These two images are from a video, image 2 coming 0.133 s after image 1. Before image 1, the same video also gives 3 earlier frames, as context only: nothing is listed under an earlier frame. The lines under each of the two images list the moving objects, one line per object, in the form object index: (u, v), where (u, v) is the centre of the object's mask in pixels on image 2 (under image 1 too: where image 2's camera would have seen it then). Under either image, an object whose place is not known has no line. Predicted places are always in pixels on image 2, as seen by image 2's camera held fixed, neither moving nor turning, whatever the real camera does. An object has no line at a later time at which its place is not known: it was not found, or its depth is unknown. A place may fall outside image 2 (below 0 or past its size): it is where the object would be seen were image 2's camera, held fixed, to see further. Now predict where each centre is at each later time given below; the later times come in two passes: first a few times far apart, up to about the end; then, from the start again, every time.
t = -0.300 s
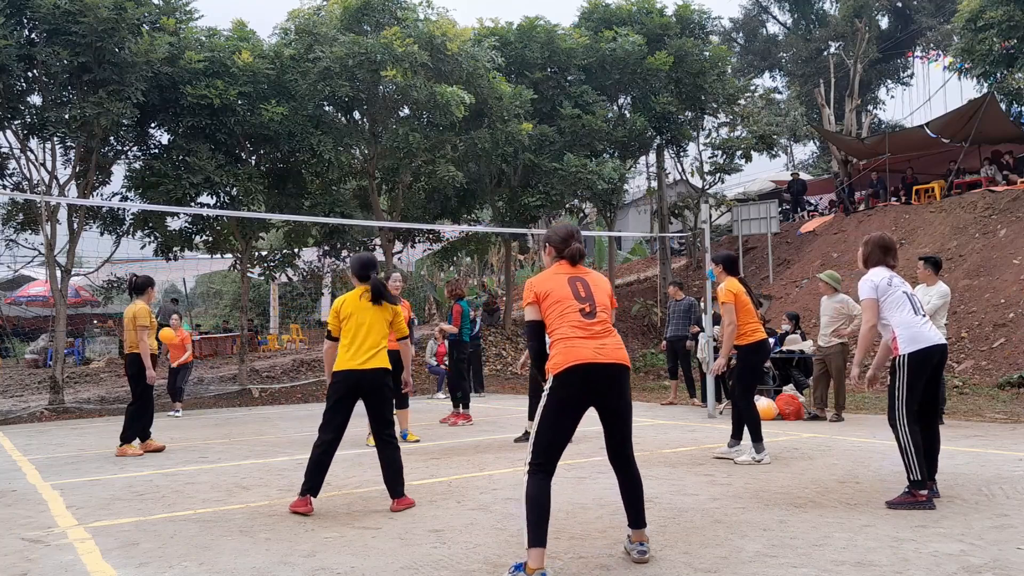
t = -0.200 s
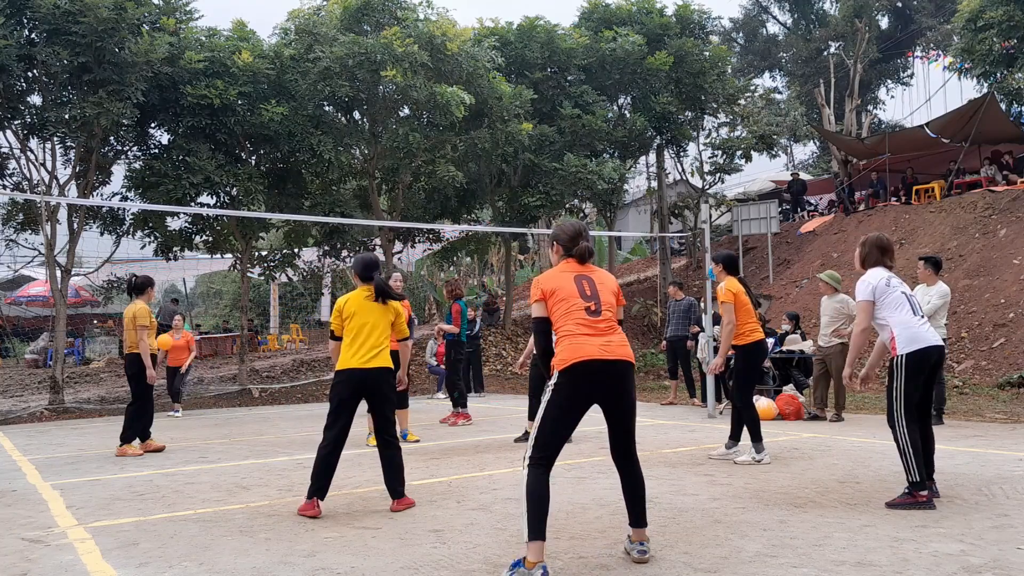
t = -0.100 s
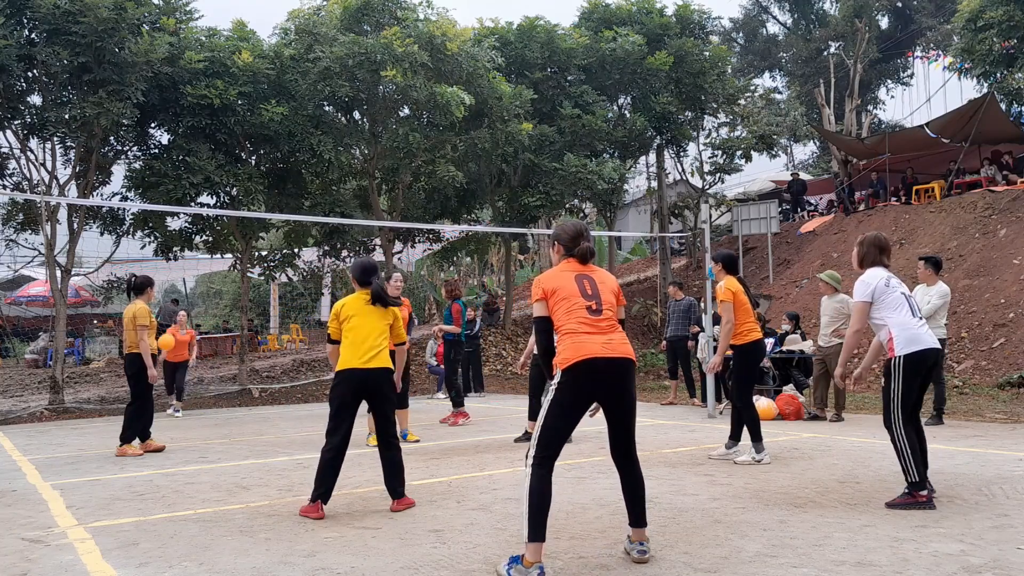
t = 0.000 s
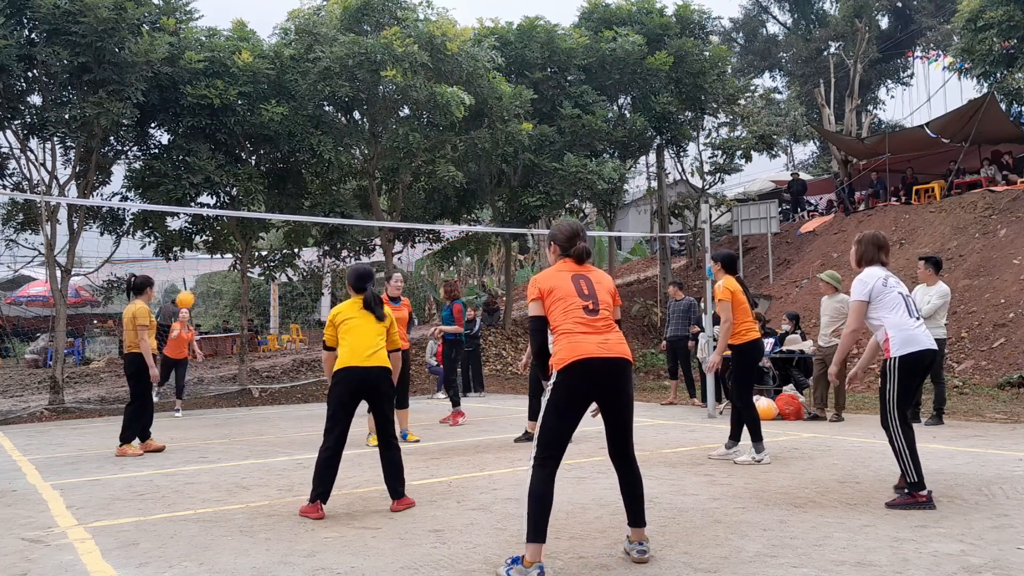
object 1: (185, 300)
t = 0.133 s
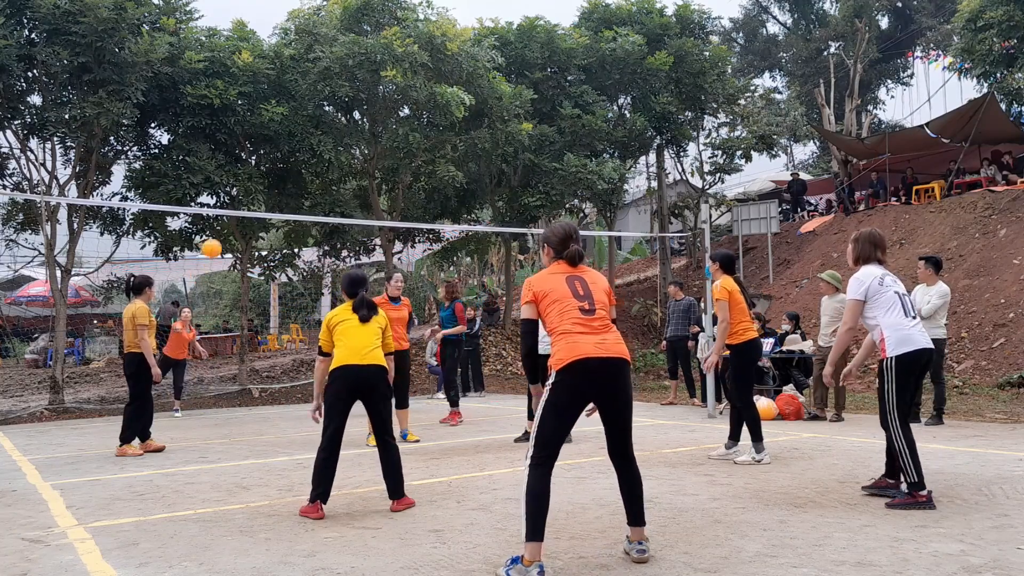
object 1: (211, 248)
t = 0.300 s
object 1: (251, 200)
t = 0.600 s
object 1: (348, 155)
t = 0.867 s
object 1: (460, 188)
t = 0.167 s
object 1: (219, 238)
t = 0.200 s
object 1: (226, 228)
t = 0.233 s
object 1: (234, 218)
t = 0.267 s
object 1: (243, 205)
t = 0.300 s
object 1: (251, 200)
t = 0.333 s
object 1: (260, 192)
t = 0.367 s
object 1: (269, 185)
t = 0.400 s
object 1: (280, 178)
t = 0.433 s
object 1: (290, 173)
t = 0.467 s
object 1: (301, 168)
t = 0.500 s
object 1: (312, 163)
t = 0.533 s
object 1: (324, 159)
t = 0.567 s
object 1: (335, 157)
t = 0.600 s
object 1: (348, 155)
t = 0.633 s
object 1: (360, 154)
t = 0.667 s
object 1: (373, 154)
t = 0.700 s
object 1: (386, 156)
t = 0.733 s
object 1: (400, 159)
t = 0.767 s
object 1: (414, 163)
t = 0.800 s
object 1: (428, 170)
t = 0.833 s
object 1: (444, 178)
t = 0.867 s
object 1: (460, 188)
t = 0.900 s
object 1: (476, 200)
